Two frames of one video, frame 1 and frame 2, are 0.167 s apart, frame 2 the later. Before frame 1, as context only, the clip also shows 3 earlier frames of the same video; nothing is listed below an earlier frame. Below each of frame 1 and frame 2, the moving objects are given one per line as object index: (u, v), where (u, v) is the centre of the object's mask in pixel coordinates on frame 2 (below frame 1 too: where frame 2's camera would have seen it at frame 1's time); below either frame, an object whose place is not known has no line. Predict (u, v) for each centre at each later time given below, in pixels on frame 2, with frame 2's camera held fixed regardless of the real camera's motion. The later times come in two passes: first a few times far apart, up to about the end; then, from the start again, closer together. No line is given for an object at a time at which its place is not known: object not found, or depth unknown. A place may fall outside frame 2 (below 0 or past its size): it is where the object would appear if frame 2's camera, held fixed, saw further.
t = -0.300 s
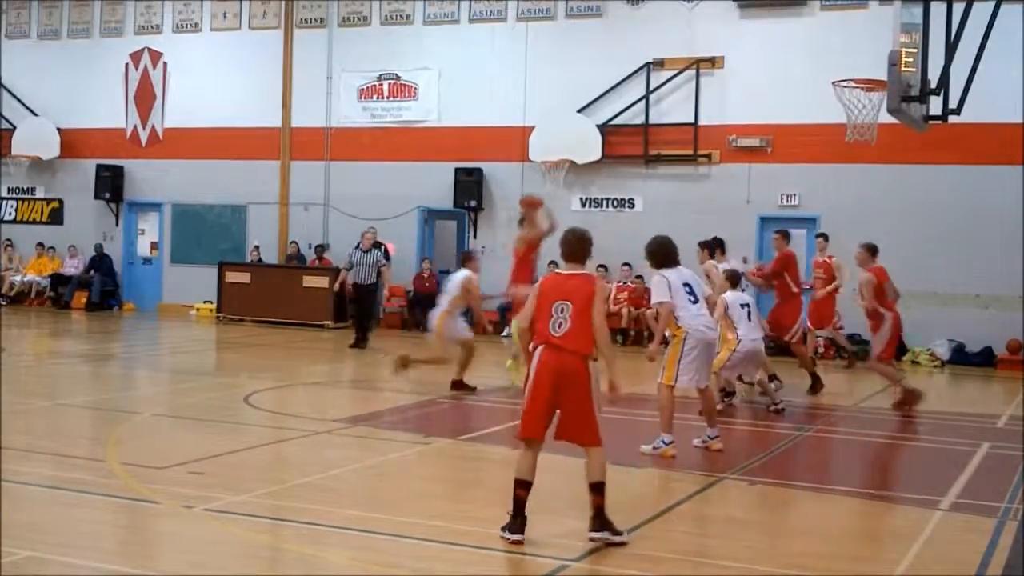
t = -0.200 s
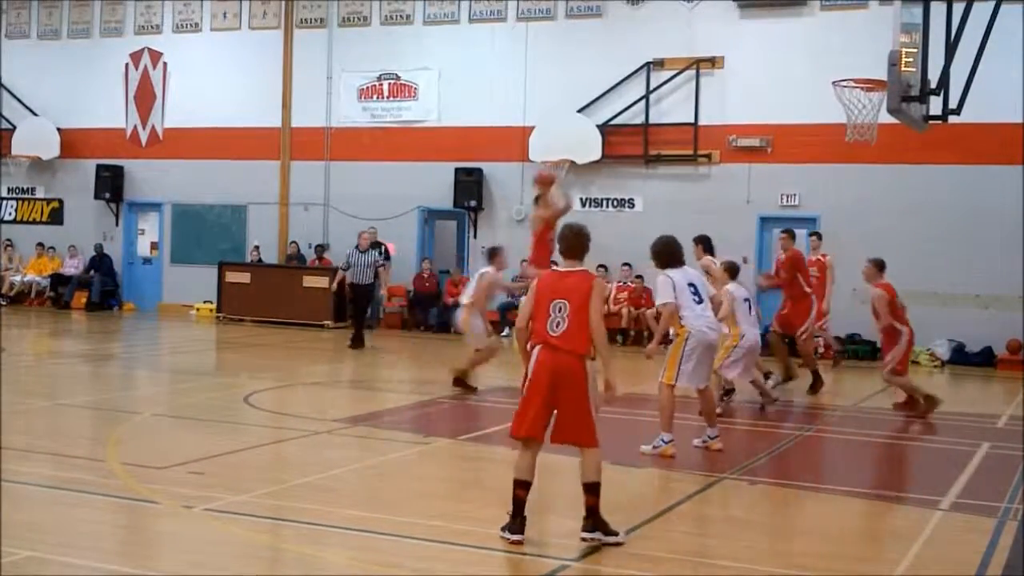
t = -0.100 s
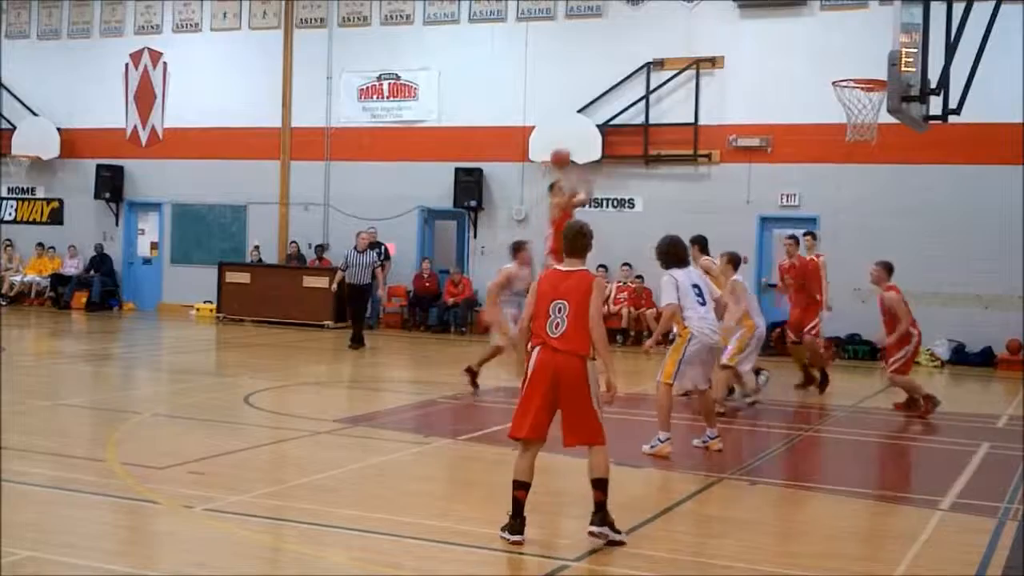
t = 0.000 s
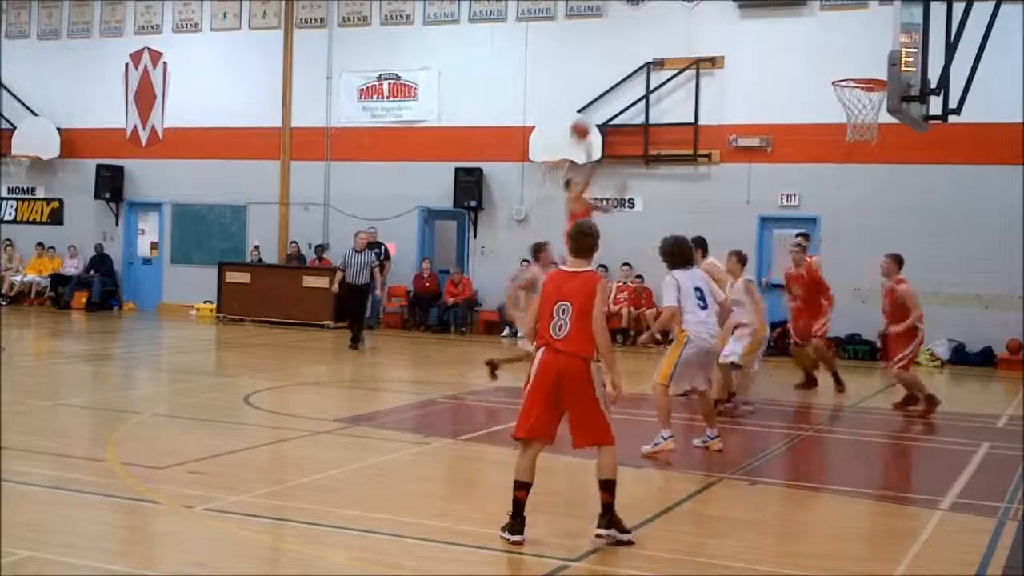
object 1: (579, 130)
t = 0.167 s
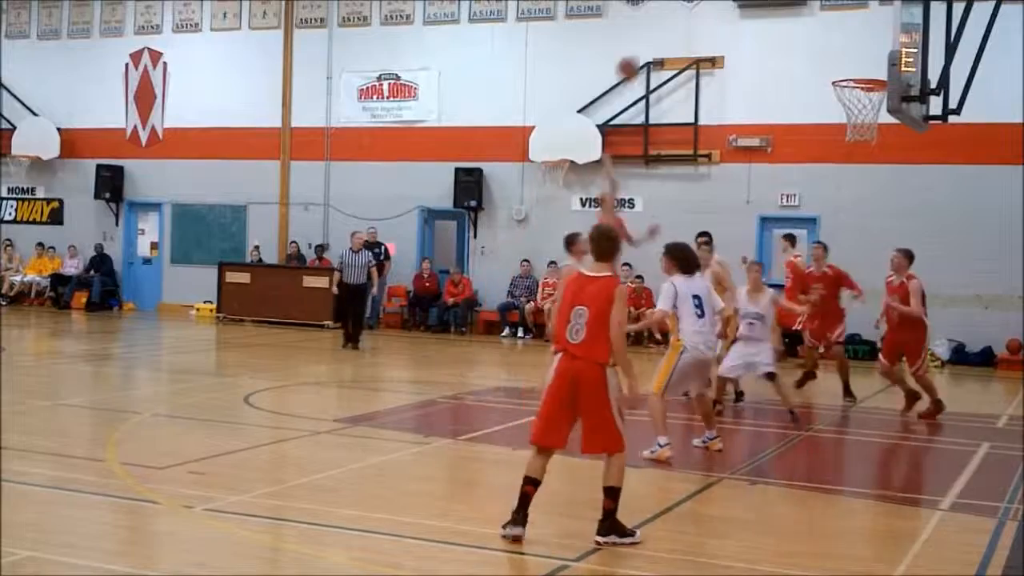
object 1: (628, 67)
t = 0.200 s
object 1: (637, 57)
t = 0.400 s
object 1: (700, 19)
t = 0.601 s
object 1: (767, 17)
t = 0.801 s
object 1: (839, 61)
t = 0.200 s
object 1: (637, 57)
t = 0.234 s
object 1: (648, 49)
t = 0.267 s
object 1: (658, 41)
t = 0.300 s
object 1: (669, 34)
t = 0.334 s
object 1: (679, 27)
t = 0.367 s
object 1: (689, 23)
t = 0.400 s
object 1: (700, 19)
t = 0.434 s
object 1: (711, 15)
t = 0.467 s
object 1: (722, 14)
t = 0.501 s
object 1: (732, 12)
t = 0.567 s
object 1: (755, 12)
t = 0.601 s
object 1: (767, 17)
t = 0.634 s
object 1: (779, 22)
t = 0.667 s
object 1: (790, 26)
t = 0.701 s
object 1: (803, 32)
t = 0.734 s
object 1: (814, 40)
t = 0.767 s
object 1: (827, 50)
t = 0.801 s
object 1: (839, 61)
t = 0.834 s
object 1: (851, 71)
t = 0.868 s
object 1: (863, 87)
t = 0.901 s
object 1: (875, 101)
